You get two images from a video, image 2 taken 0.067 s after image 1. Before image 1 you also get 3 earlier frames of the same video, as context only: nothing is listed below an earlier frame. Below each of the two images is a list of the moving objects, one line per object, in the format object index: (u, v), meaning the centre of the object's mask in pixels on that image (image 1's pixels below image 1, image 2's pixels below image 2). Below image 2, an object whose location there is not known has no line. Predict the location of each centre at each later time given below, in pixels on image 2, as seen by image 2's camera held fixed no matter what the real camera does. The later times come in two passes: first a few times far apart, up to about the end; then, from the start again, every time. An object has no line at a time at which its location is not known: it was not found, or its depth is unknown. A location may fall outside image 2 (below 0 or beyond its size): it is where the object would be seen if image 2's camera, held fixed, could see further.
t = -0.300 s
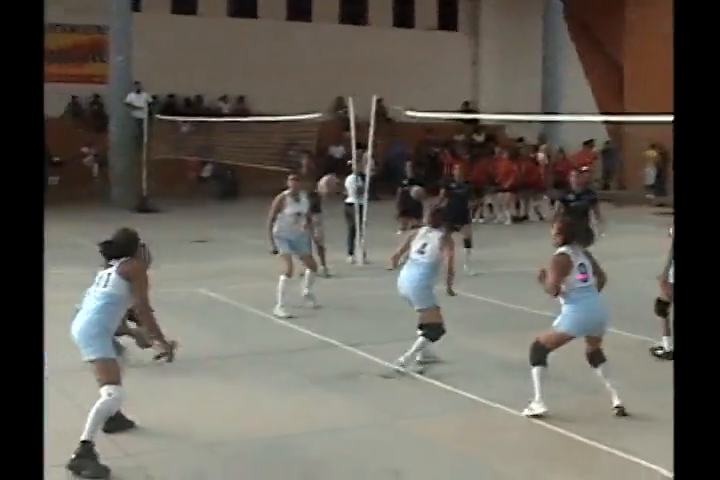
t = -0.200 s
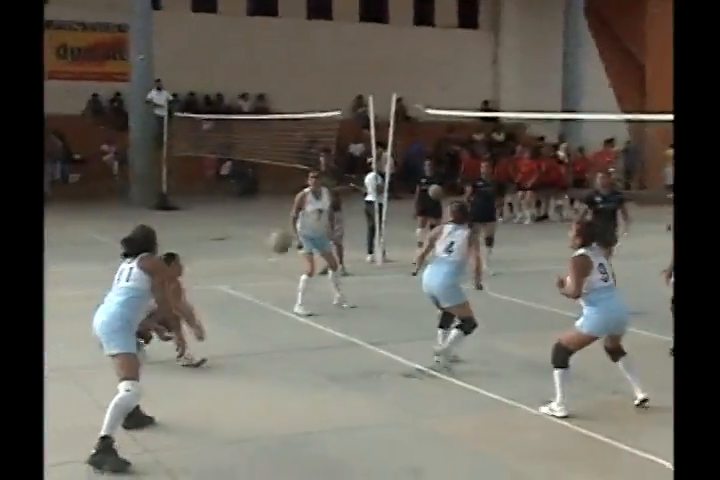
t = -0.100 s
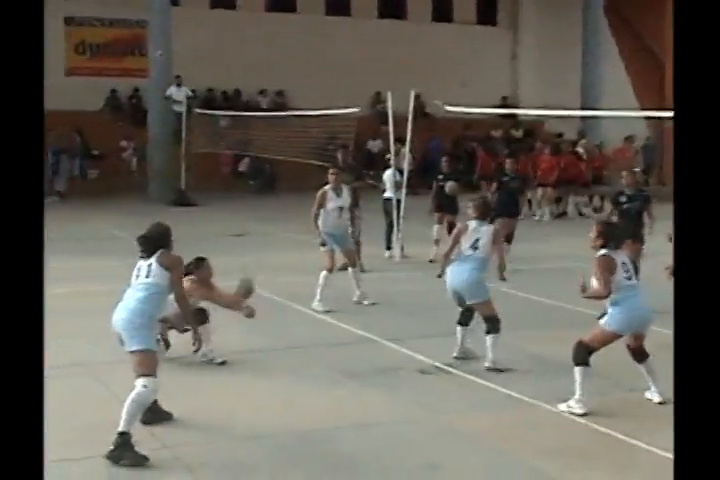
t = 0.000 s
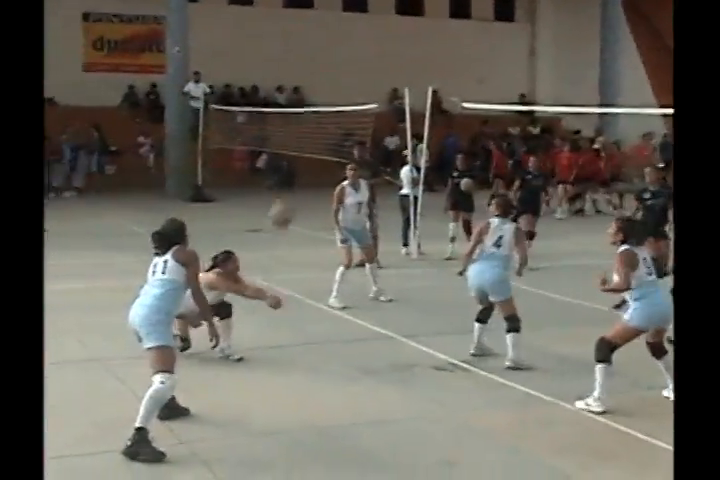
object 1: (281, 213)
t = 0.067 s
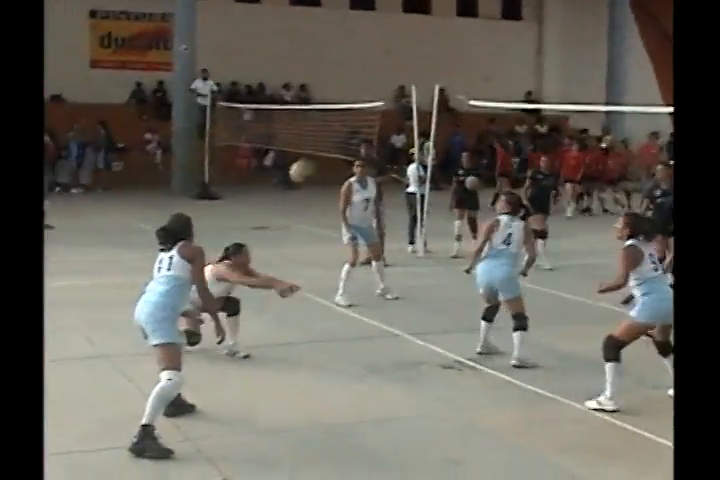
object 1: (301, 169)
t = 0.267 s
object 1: (347, 77)
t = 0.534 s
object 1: (406, 24)
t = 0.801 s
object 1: (465, 60)
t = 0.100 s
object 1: (307, 152)
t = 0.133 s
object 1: (316, 133)
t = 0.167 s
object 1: (322, 119)
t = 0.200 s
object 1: (329, 104)
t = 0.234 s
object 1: (339, 90)
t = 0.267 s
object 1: (347, 77)
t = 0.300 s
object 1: (355, 66)
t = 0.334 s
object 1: (362, 57)
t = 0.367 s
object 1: (370, 46)
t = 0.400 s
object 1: (377, 40)
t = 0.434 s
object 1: (384, 35)
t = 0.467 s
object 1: (391, 30)
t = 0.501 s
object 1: (400, 25)
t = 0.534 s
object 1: (406, 24)
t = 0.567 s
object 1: (413, 24)
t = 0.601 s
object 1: (422, 25)
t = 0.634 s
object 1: (429, 27)
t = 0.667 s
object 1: (436, 30)
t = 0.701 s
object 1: (443, 35)
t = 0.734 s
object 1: (451, 41)
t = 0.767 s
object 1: (458, 50)
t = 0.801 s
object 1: (465, 60)
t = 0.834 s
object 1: (473, 71)
